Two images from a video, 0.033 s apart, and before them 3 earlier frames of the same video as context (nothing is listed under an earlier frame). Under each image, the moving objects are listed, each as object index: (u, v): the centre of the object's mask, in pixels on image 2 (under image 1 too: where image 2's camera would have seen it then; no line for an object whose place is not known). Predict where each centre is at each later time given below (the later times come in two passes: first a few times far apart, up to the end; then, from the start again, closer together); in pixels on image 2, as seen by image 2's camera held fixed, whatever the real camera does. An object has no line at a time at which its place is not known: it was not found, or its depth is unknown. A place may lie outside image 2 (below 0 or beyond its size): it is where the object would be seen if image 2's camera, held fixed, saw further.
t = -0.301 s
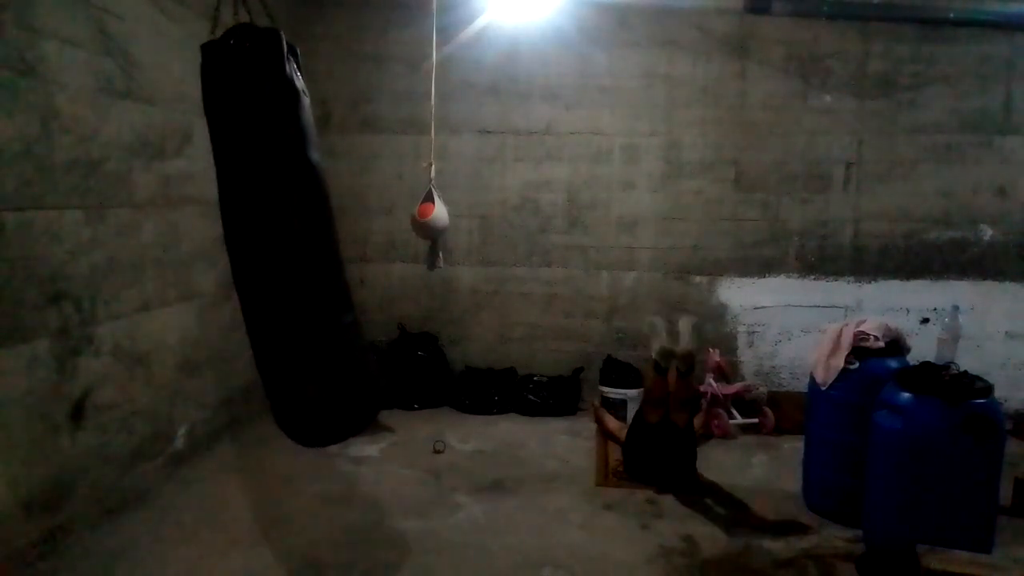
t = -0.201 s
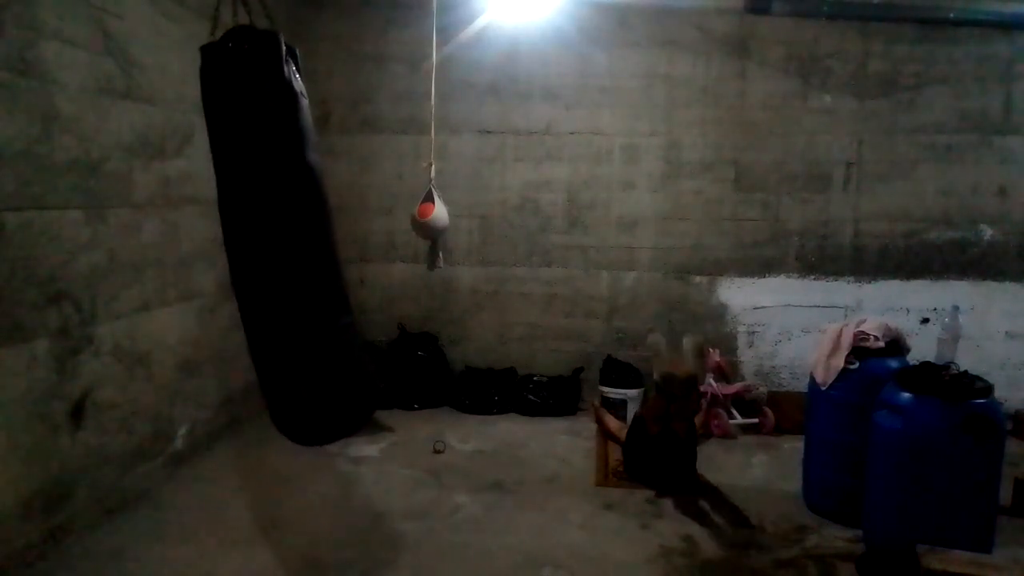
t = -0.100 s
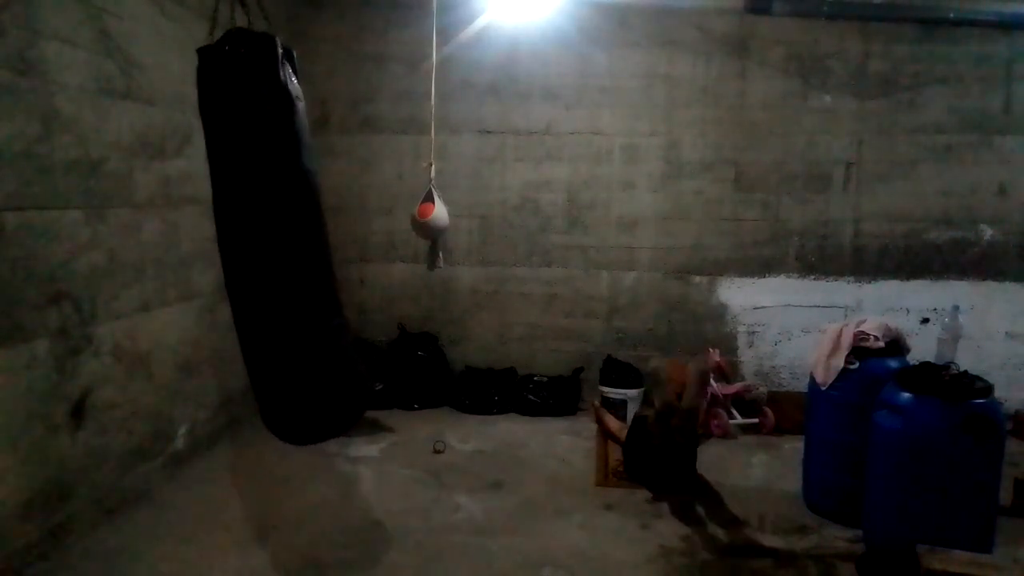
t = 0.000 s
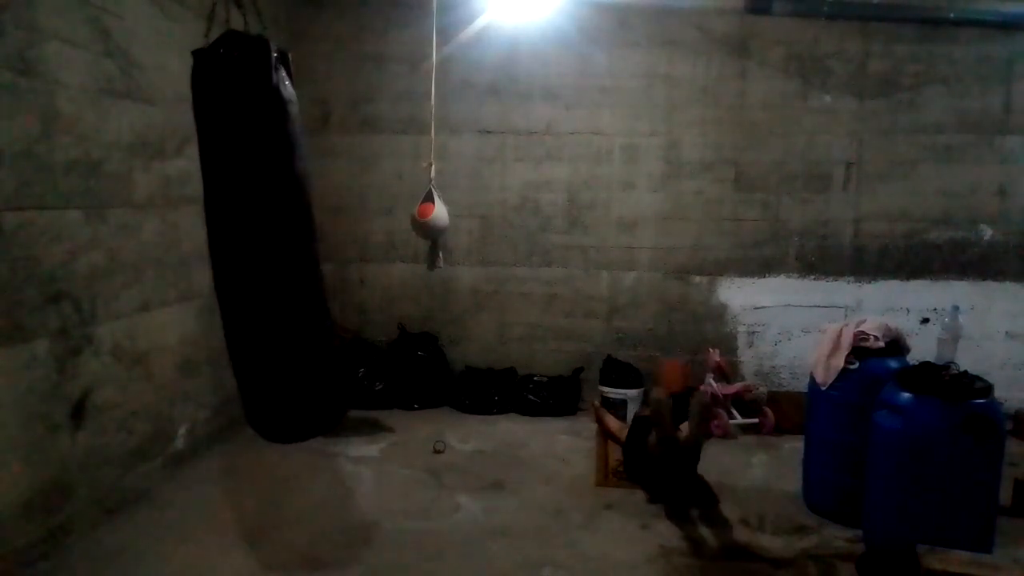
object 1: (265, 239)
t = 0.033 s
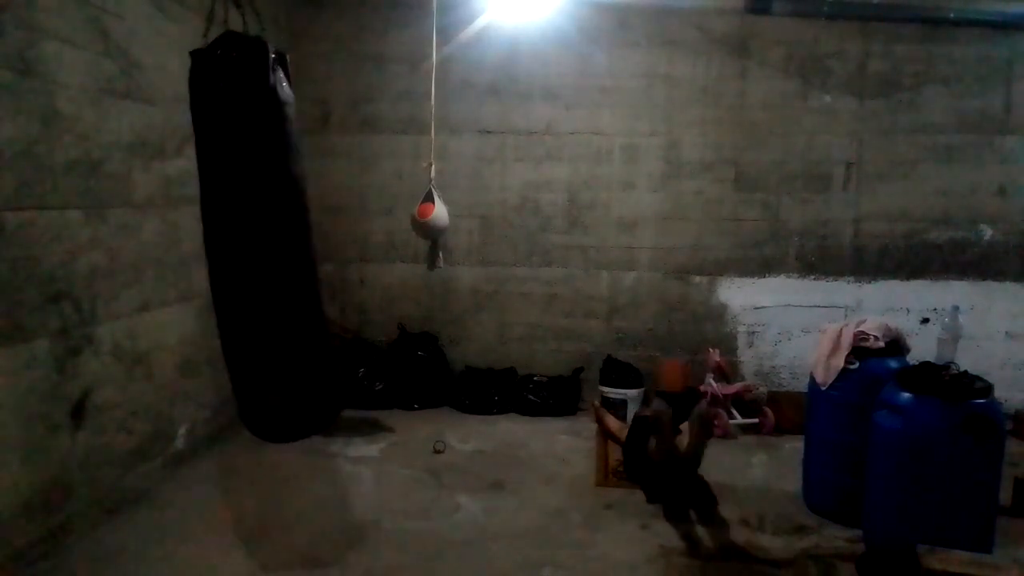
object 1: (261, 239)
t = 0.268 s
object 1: (225, 236)
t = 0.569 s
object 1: (181, 228)
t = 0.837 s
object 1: (158, 223)
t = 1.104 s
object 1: (161, 230)
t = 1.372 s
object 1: (191, 241)
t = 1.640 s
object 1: (235, 244)
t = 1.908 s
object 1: (274, 241)
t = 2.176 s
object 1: (286, 238)
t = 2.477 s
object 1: (260, 239)
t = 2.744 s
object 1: (219, 237)
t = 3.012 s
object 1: (179, 229)
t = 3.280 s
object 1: (157, 224)
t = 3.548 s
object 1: (161, 230)
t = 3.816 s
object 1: (191, 241)
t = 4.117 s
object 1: (242, 243)
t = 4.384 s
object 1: (279, 239)
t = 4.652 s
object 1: (286, 239)
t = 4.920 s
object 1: (261, 240)
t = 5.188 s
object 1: (218, 237)
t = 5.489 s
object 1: (174, 228)
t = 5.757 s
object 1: (154, 224)
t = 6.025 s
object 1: (162, 230)
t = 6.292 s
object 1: (197, 241)
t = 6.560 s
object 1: (244, 243)
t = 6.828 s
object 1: (280, 239)
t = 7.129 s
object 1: (285, 238)
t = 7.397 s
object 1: (256, 240)
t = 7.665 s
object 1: (212, 237)
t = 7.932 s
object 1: (173, 229)
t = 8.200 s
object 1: (153, 224)
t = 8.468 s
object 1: (163, 231)
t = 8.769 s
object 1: (203, 242)
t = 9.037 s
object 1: (250, 242)
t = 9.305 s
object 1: (283, 238)
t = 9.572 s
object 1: (286, 238)
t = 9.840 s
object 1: (256, 239)
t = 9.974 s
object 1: (233, 237)
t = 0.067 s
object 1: (256, 239)
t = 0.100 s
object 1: (251, 239)
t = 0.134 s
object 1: (246, 239)
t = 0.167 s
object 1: (241, 238)
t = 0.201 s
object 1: (236, 236)
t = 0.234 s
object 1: (231, 236)
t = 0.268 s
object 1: (225, 236)
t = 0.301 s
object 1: (220, 236)
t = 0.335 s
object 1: (215, 235)
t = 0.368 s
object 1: (210, 235)
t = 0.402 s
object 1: (205, 234)
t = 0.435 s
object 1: (200, 233)
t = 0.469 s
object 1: (195, 232)
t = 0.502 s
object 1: (190, 231)
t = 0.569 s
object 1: (181, 228)
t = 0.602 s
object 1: (177, 227)
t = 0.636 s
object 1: (173, 226)
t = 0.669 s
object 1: (170, 225)
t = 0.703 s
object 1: (167, 224)
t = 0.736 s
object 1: (164, 224)
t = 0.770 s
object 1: (162, 223)
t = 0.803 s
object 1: (160, 223)
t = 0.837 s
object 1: (158, 223)
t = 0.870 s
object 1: (157, 223)
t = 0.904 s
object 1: (157, 224)
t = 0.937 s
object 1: (156, 224)
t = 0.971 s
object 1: (156, 225)
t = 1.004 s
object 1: (157, 226)
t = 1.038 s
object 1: (158, 227)
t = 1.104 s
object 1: (161, 230)
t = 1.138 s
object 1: (163, 231)
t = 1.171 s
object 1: (166, 232)
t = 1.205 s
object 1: (169, 234)
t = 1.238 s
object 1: (173, 235)
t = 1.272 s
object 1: (177, 237)
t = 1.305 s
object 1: (181, 239)
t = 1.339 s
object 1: (186, 240)
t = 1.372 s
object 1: (191, 241)
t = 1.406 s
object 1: (196, 243)
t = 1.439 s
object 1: (201, 243)
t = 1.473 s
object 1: (207, 244)
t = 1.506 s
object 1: (212, 244)
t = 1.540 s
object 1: (218, 244)
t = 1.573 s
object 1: (224, 244)
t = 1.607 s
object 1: (229, 244)
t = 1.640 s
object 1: (235, 244)
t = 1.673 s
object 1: (241, 244)
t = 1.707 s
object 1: (247, 244)
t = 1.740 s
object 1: (252, 243)
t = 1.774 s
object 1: (256, 243)
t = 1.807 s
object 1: (261, 241)
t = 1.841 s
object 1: (265, 240)
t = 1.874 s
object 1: (269, 240)
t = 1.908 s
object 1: (274, 241)
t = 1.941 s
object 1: (277, 240)
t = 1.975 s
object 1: (280, 240)
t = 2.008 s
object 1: (282, 239)
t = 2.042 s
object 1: (284, 239)
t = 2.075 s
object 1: (285, 239)
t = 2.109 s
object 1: (286, 238)
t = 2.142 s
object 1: (286, 238)
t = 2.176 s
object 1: (286, 238)
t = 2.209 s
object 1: (285, 239)
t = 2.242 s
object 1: (284, 239)
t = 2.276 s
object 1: (282, 239)
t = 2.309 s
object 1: (280, 239)
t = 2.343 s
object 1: (276, 238)
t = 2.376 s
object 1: (273, 239)
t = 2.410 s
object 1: (269, 239)
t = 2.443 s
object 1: (265, 238)
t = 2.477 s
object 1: (260, 239)
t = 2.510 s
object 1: (256, 239)
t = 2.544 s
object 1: (251, 238)
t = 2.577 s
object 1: (246, 238)
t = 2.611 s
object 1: (241, 238)
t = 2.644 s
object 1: (235, 237)
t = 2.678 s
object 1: (230, 237)
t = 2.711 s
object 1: (225, 237)
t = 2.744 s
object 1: (219, 237)
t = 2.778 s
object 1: (214, 237)
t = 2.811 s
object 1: (209, 236)
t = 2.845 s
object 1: (203, 235)
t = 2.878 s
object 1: (198, 234)
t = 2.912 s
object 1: (193, 233)
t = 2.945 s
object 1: (188, 231)
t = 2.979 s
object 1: (184, 230)
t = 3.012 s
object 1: (179, 229)
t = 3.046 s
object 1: (176, 228)
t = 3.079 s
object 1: (172, 227)
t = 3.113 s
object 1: (168, 226)
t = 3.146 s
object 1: (165, 225)
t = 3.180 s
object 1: (163, 224)
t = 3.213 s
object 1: (160, 224)
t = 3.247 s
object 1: (159, 224)
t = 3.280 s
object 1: (157, 224)
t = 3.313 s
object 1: (156, 224)
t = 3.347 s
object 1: (155, 224)
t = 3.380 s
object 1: (155, 225)
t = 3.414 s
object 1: (155, 225)
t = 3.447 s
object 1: (156, 226)
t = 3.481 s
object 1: (157, 227)
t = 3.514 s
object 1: (159, 228)
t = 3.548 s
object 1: (161, 230)
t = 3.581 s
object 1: (163, 231)
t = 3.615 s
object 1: (166, 232)
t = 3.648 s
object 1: (169, 234)
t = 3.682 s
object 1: (173, 236)
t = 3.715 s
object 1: (177, 237)
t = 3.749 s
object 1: (182, 238)
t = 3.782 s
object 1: (186, 239)
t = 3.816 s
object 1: (191, 241)
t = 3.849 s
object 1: (197, 242)
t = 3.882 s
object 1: (202, 243)
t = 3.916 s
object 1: (208, 243)
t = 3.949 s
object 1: (213, 243)
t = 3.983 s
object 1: (219, 244)
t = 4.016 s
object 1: (225, 243)
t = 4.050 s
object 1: (231, 243)
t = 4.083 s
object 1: (236, 243)
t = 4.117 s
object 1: (242, 243)
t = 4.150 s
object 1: (247, 242)
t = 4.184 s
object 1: (253, 243)
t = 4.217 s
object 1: (258, 242)
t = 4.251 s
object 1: (262, 241)
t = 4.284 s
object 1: (267, 241)
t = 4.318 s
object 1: (271, 240)
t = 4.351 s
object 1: (275, 240)
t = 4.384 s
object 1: (279, 239)
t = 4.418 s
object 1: (282, 239)
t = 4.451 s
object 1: (284, 239)
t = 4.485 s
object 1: (286, 239)
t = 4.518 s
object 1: (287, 238)
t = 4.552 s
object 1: (288, 238)
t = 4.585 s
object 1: (288, 238)
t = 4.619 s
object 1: (287, 238)
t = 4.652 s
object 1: (286, 239)
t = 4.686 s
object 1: (285, 239)
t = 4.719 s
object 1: (283, 239)
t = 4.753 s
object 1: (280, 239)
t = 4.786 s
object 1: (277, 239)
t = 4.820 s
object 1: (273, 239)
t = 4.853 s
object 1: (269, 239)
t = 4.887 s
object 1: (265, 239)
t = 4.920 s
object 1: (261, 240)
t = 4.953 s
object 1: (256, 240)
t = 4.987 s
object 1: (251, 239)
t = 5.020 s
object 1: (245, 238)
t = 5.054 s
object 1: (240, 238)
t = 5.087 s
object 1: (234, 237)
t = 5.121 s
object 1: (229, 237)
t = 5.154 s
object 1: (224, 237)
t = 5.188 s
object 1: (218, 237)
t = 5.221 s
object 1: (213, 237)
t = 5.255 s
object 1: (208, 236)
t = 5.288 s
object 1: (202, 235)
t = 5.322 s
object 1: (197, 234)
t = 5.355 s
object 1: (192, 233)
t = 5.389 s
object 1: (187, 232)
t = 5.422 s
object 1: (182, 230)
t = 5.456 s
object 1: (178, 230)
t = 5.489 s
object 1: (174, 228)
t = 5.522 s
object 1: (170, 227)
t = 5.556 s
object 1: (166, 226)
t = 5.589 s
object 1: (164, 225)
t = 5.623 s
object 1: (161, 225)
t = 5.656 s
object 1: (159, 224)
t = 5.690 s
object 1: (156, 224)
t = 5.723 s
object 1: (155, 224)
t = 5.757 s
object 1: (154, 224)
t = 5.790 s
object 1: (154, 224)
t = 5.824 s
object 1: (154, 225)
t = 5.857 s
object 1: (154, 225)
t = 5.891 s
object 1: (155, 226)
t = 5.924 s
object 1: (156, 227)
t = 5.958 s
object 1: (158, 228)
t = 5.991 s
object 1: (160, 229)
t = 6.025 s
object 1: (162, 230)
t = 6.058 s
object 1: (165, 232)
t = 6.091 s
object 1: (169, 234)
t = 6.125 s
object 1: (173, 235)
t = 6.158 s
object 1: (177, 236)
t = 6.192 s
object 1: (182, 238)
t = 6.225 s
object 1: (187, 239)
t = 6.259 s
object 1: (192, 240)
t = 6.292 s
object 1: (197, 241)
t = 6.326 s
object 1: (202, 242)
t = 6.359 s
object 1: (208, 243)
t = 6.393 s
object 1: (214, 243)
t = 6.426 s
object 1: (220, 243)
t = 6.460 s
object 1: (226, 243)
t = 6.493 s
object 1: (231, 242)
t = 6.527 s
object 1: (237, 242)
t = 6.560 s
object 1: (244, 243)
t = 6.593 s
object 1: (249, 242)
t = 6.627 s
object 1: (254, 242)
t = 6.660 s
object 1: (259, 241)
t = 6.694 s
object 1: (264, 240)
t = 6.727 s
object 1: (268, 240)
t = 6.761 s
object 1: (272, 239)
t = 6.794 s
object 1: (276, 240)
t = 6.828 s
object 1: (280, 239)
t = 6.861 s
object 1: (282, 238)
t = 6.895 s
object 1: (285, 238)
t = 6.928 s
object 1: (286, 238)
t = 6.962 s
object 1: (288, 238)
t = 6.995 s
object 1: (288, 238)
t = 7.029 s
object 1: (288, 238)
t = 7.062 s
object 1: (288, 238)
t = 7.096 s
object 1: (286, 238)
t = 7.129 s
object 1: (285, 238)
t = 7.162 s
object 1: (283, 238)
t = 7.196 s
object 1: (281, 239)
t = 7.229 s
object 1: (277, 239)
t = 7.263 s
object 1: (274, 239)
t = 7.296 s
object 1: (270, 239)
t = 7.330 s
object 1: (265, 238)
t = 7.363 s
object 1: (260, 239)
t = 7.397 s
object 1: (256, 240)
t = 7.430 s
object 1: (250, 239)
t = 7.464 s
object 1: (245, 238)
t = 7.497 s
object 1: (239, 238)
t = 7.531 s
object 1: (234, 238)
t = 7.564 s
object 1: (229, 238)
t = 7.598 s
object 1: (223, 238)
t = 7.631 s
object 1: (218, 238)
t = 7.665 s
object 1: (212, 237)
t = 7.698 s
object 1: (207, 236)
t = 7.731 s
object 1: (201, 235)
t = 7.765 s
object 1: (196, 234)
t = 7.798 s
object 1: (190, 233)
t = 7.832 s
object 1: (186, 232)
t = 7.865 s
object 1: (181, 231)
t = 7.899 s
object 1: (177, 230)
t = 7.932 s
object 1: (173, 229)
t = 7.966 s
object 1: (169, 228)
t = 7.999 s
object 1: (165, 226)
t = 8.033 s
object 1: (162, 226)
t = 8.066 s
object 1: (160, 225)
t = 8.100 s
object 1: (157, 225)
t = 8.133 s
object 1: (156, 224)
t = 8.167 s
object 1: (154, 224)
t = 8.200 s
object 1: (153, 224)
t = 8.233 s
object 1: (153, 224)
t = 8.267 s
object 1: (153, 225)
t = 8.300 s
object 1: (153, 226)
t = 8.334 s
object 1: (154, 226)
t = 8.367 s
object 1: (155, 227)
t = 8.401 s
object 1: (157, 228)
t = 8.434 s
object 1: (160, 229)
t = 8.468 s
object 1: (163, 231)
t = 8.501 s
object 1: (165, 232)
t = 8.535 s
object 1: (169, 234)
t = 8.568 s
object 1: (173, 235)
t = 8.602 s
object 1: (178, 236)
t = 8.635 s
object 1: (182, 238)
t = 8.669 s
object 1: (187, 239)
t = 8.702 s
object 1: (192, 241)
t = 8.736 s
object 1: (198, 241)
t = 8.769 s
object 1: (203, 242)
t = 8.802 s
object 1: (209, 242)
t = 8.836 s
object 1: (215, 243)
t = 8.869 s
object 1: (221, 243)
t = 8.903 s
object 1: (227, 242)
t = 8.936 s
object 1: (232, 242)
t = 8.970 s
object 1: (238, 242)
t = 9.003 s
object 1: (245, 242)
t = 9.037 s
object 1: (250, 242)
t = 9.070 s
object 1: (255, 242)
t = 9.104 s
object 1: (260, 241)
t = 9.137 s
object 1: (265, 240)
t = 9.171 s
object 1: (269, 239)
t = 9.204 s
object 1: (274, 241)
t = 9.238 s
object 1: (277, 240)
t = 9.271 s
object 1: (281, 239)
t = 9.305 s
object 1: (283, 238)
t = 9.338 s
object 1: (286, 238)
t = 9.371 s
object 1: (287, 238)
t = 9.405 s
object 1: (288, 238)
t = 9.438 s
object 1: (289, 238)
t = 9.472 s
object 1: (289, 238)
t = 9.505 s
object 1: (288, 238)
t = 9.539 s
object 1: (288, 238)
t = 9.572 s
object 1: (286, 238)
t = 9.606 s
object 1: (284, 239)
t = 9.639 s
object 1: (280, 238)
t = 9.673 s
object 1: (278, 239)
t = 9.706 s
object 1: (274, 239)
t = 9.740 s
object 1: (270, 239)
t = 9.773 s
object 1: (265, 239)
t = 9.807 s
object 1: (260, 239)
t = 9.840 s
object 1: (256, 239)
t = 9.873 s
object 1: (250, 239)
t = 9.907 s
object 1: (245, 238)
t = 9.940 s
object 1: (239, 237)
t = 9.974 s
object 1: (233, 237)
